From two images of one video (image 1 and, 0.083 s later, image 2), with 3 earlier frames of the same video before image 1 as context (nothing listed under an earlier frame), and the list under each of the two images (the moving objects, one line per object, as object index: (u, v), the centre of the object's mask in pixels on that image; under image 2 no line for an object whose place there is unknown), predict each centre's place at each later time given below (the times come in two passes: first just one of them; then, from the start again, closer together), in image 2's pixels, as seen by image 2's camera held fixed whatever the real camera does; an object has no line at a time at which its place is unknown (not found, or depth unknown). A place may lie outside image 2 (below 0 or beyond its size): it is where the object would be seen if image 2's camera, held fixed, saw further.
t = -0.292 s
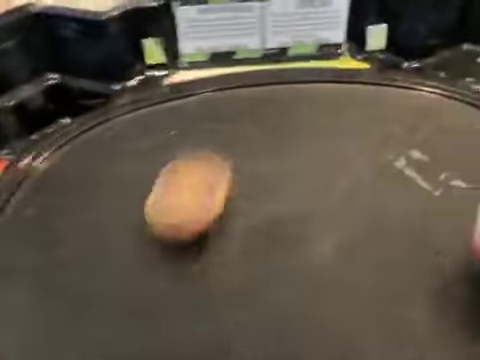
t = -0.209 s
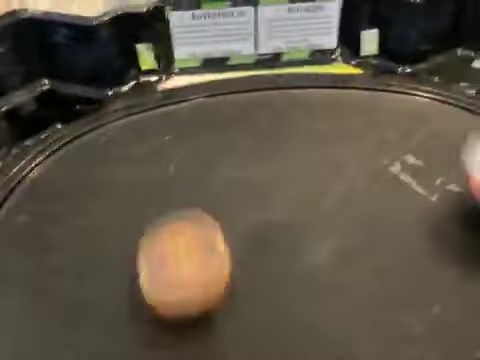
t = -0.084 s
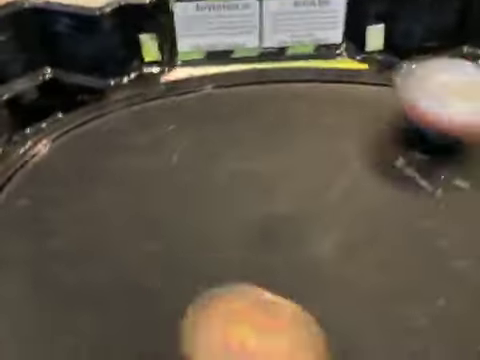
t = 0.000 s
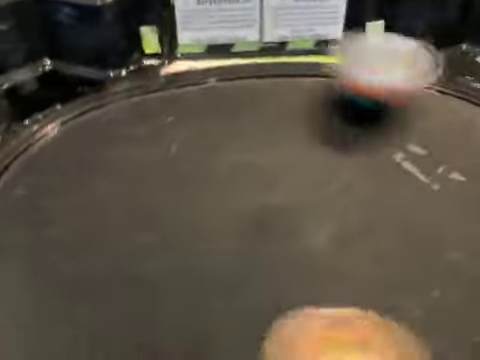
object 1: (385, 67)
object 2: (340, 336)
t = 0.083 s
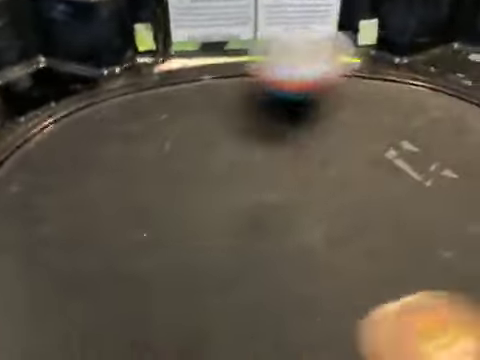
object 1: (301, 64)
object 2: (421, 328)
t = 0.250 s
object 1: (164, 110)
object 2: (463, 231)
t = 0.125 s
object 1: (262, 67)
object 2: (444, 317)
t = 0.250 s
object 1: (164, 110)
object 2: (463, 231)
